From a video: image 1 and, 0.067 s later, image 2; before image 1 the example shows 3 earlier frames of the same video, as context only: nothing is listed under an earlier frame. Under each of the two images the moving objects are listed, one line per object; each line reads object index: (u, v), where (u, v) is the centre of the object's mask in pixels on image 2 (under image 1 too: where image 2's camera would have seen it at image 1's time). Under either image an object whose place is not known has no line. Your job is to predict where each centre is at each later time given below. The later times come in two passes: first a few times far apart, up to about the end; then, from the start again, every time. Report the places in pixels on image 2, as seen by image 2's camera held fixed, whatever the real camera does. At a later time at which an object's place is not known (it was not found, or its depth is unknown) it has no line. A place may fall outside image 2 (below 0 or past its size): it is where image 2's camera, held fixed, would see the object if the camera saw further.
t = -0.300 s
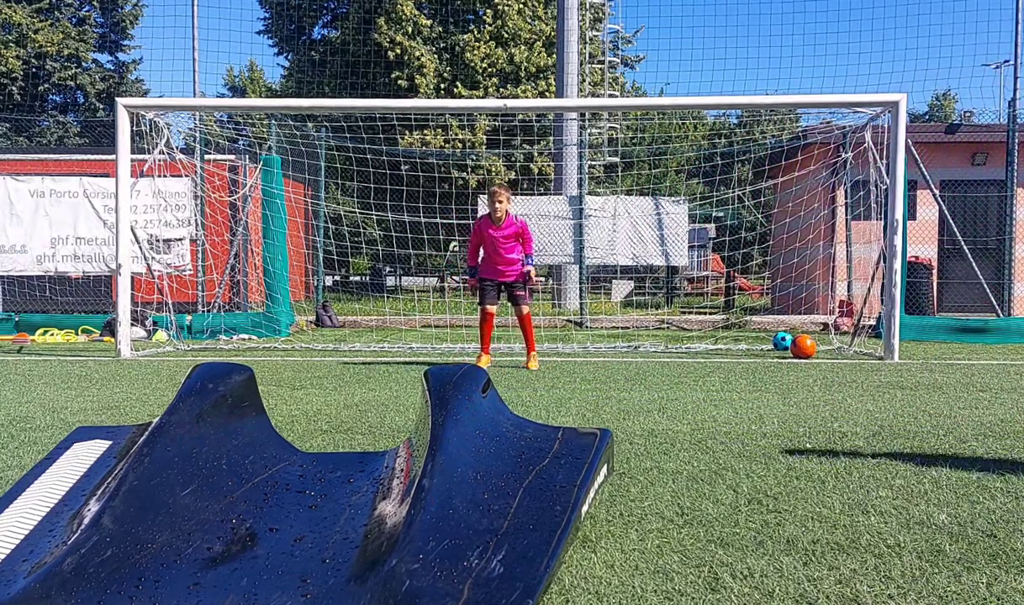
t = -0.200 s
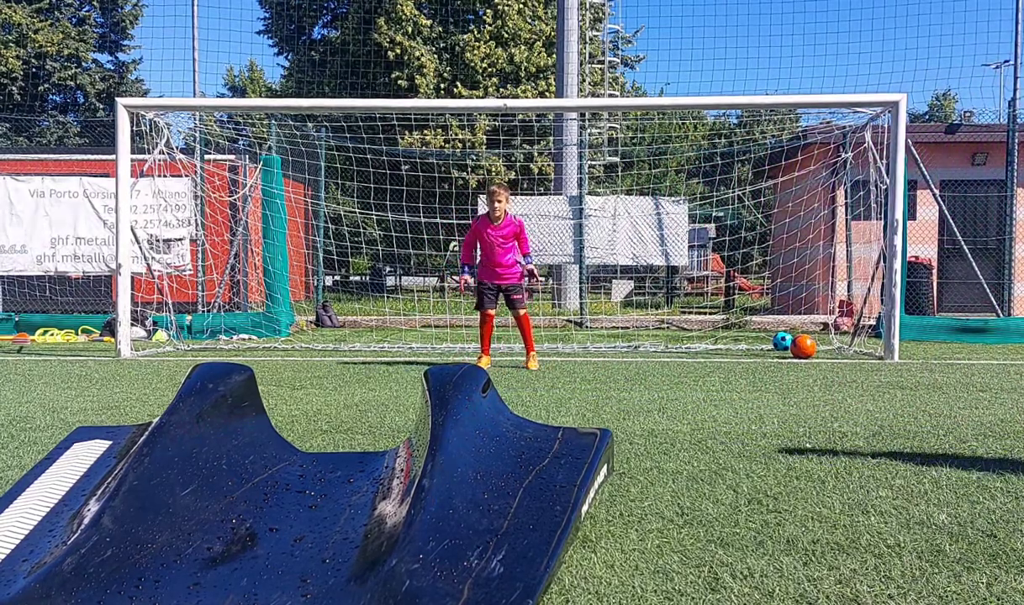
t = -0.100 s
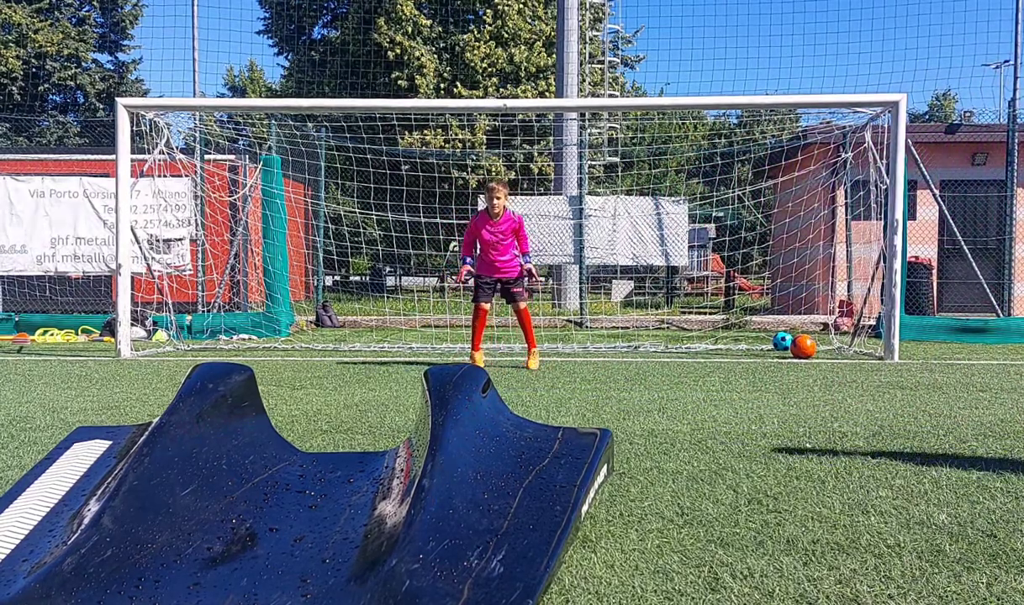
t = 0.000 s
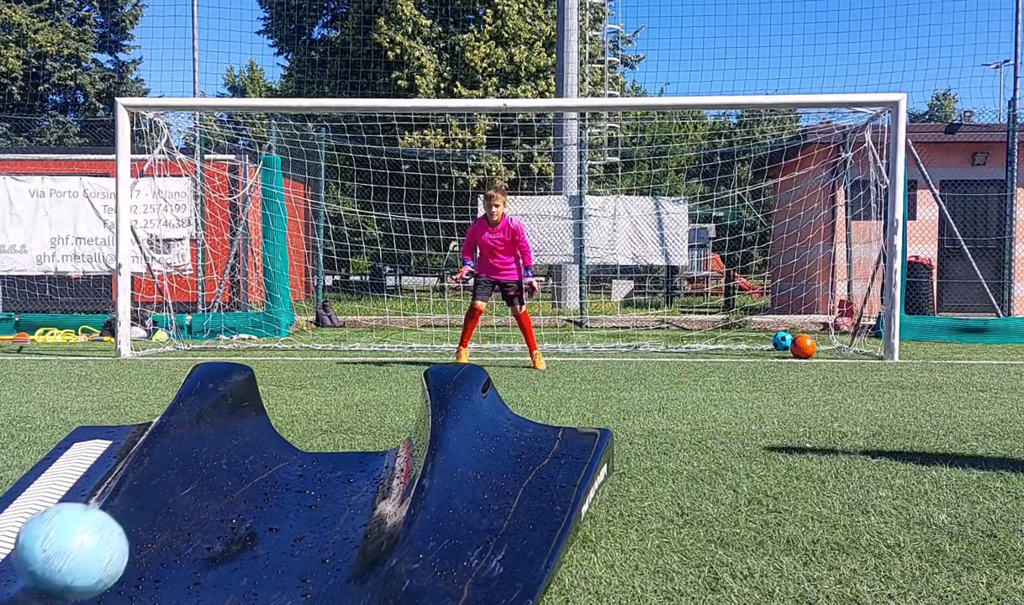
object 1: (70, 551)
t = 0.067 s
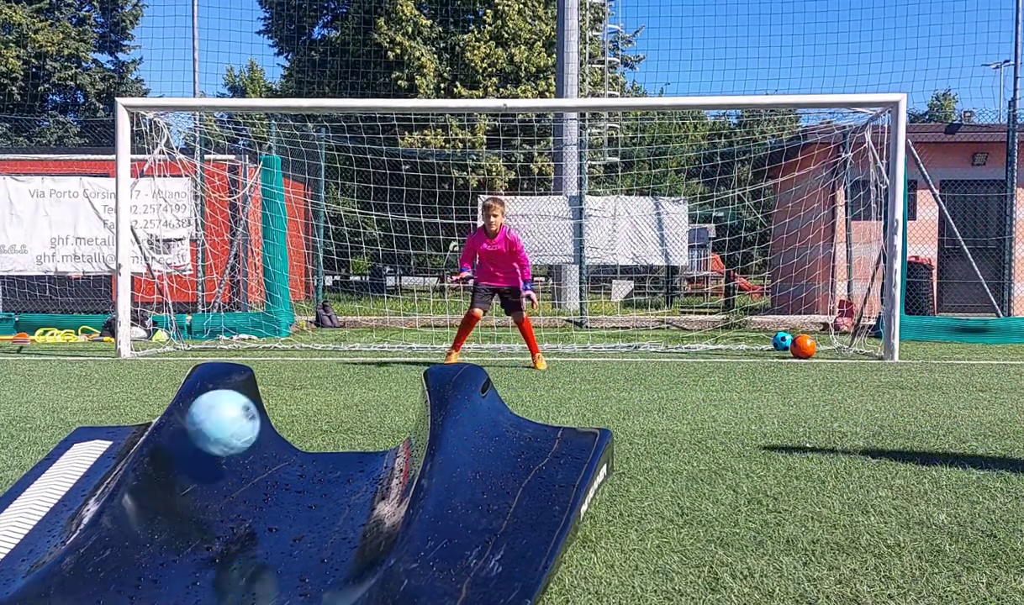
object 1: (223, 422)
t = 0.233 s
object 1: (532, 205)
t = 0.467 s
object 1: (714, 174)
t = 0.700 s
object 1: (800, 252)
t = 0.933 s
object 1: (844, 350)
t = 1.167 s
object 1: (847, 310)
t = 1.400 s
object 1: (848, 334)
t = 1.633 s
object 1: (849, 331)
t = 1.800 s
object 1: (852, 334)
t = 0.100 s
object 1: (309, 353)
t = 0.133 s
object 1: (381, 299)
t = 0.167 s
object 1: (440, 259)
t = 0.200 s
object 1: (489, 229)
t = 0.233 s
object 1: (532, 205)
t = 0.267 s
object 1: (568, 189)
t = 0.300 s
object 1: (601, 177)
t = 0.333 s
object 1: (629, 170)
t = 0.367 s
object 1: (653, 168)
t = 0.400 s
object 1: (676, 167)
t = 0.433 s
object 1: (696, 169)
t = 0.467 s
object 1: (714, 174)
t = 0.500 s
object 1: (730, 181)
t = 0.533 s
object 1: (744, 190)
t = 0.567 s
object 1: (758, 200)
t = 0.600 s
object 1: (769, 211)
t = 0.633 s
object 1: (780, 224)
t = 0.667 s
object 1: (791, 237)
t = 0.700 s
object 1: (800, 252)
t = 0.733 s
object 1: (808, 268)
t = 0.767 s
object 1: (817, 284)
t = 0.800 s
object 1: (824, 301)
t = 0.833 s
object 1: (830, 320)
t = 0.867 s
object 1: (836, 337)
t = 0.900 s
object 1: (842, 356)
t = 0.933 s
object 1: (844, 350)
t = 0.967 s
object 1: (844, 339)
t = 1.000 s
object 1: (844, 329)
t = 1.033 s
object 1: (846, 323)
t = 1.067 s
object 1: (846, 317)
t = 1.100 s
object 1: (847, 313)
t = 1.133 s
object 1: (847, 311)
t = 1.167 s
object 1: (847, 310)
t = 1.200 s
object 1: (847, 310)
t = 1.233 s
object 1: (848, 311)
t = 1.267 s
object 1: (848, 313)
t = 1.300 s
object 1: (849, 317)
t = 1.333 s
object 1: (848, 321)
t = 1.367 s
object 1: (848, 327)
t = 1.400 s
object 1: (848, 334)
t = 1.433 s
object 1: (849, 340)
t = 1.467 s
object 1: (849, 340)
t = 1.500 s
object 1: (849, 335)
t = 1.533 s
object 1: (849, 333)
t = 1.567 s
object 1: (849, 331)
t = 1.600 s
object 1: (849, 331)
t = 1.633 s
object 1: (849, 331)
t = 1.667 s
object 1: (850, 332)
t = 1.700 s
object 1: (850, 334)
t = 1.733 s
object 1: (850, 335)
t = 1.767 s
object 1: (848, 334)
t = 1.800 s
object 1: (852, 334)
